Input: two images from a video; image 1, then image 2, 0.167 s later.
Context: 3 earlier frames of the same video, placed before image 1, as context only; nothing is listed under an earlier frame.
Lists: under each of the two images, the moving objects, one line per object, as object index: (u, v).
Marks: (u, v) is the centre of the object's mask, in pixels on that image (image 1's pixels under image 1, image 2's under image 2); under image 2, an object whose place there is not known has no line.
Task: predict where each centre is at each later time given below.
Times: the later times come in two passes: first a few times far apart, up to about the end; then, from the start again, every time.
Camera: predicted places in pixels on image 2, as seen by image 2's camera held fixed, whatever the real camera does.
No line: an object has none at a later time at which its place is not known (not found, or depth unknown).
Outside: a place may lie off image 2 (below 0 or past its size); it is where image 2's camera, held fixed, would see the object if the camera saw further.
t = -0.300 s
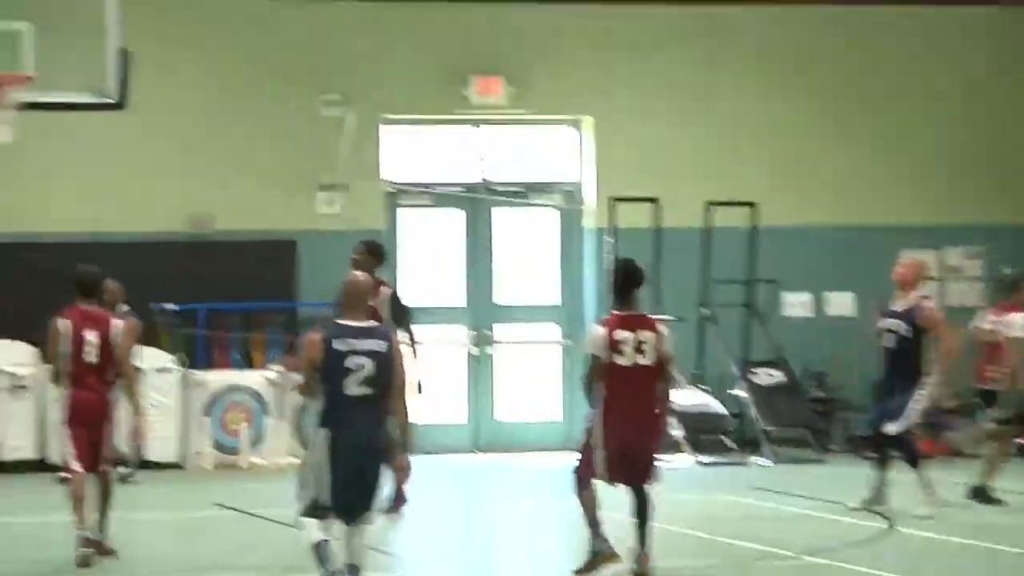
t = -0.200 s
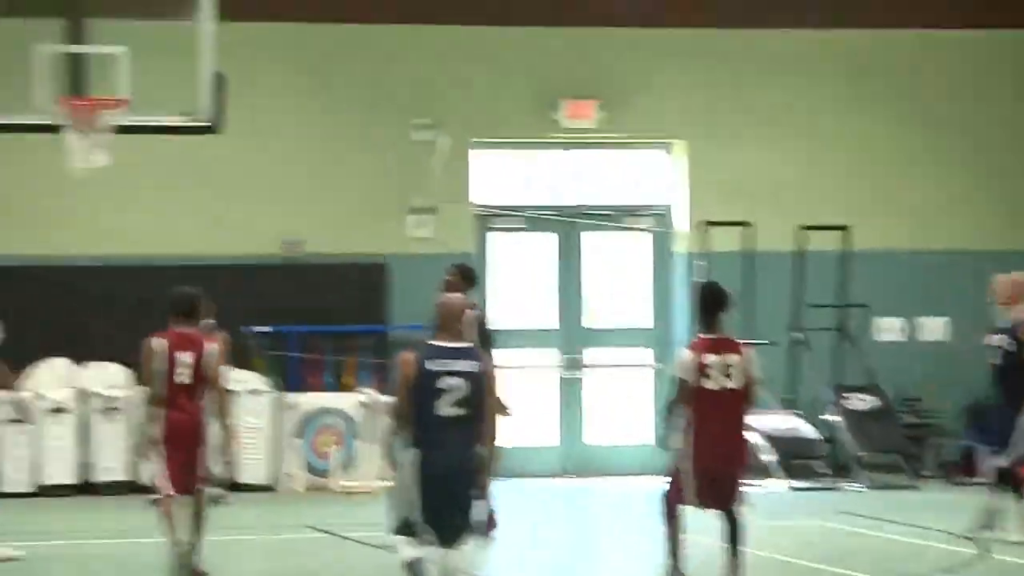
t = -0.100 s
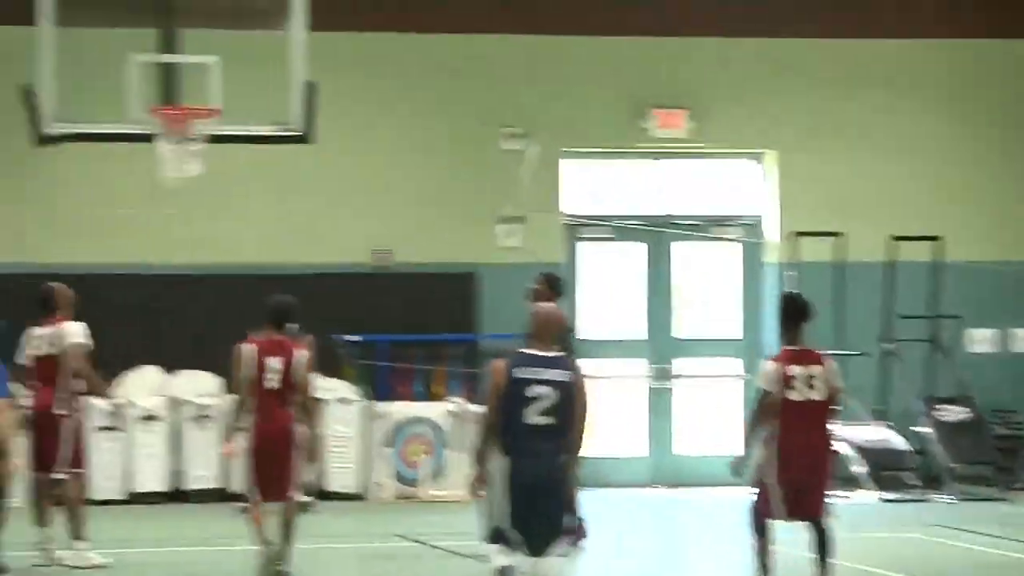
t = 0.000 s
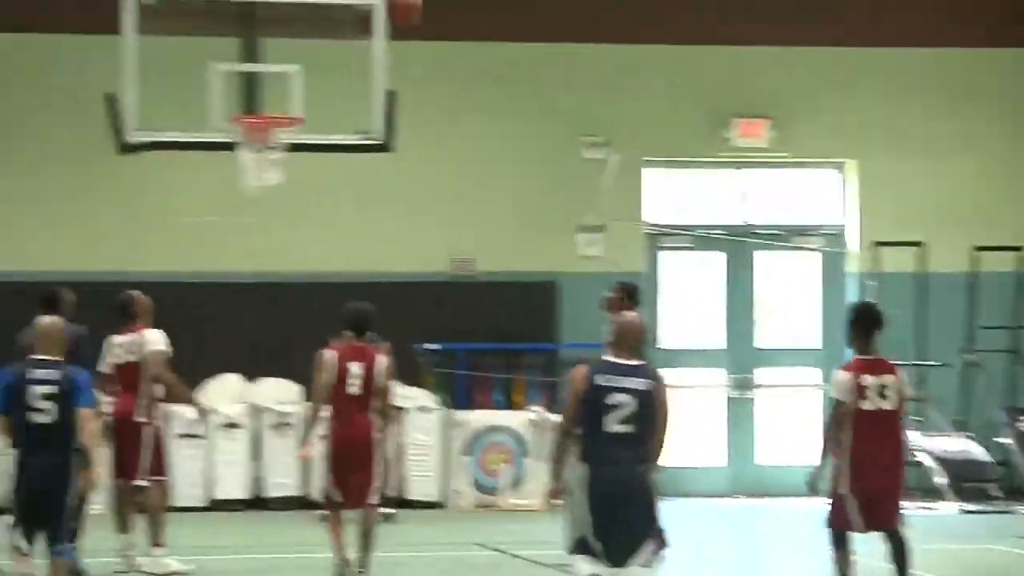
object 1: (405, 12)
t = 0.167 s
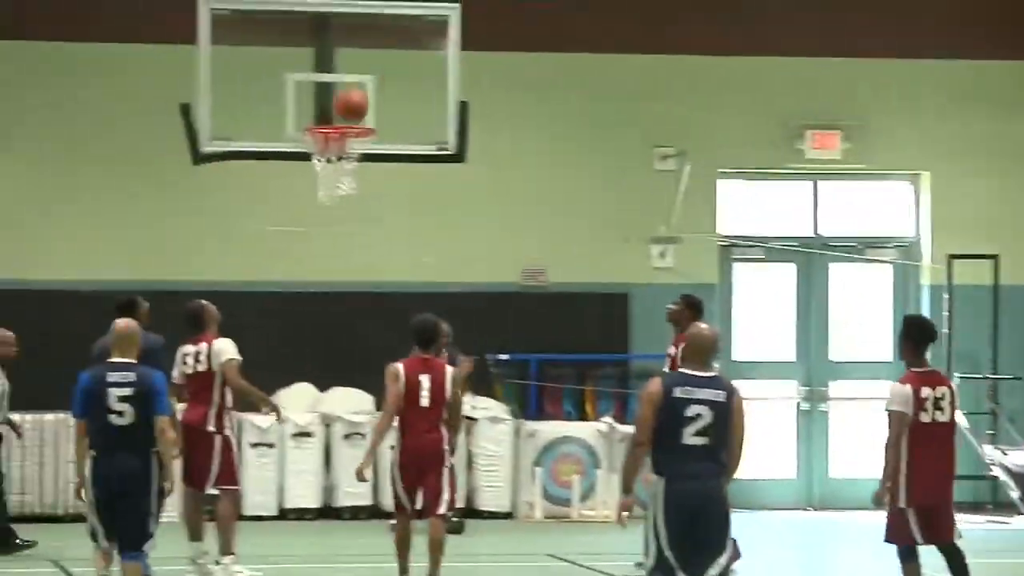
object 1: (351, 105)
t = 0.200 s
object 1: (329, 117)
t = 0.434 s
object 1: (365, 178)
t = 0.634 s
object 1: (377, 193)
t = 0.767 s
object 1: (381, 238)
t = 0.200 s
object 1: (329, 117)
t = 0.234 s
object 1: (330, 128)
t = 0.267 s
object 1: (330, 145)
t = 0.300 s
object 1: (334, 149)
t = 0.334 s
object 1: (347, 163)
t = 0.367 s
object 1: (357, 166)
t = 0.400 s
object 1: (362, 169)
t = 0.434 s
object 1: (365, 178)
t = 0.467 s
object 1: (369, 178)
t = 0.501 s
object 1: (372, 179)
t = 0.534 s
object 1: (374, 180)
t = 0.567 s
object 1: (376, 181)
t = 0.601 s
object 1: (376, 186)
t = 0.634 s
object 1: (377, 193)
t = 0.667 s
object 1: (378, 202)
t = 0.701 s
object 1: (379, 212)
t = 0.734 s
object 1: (380, 225)
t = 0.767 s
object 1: (381, 238)
